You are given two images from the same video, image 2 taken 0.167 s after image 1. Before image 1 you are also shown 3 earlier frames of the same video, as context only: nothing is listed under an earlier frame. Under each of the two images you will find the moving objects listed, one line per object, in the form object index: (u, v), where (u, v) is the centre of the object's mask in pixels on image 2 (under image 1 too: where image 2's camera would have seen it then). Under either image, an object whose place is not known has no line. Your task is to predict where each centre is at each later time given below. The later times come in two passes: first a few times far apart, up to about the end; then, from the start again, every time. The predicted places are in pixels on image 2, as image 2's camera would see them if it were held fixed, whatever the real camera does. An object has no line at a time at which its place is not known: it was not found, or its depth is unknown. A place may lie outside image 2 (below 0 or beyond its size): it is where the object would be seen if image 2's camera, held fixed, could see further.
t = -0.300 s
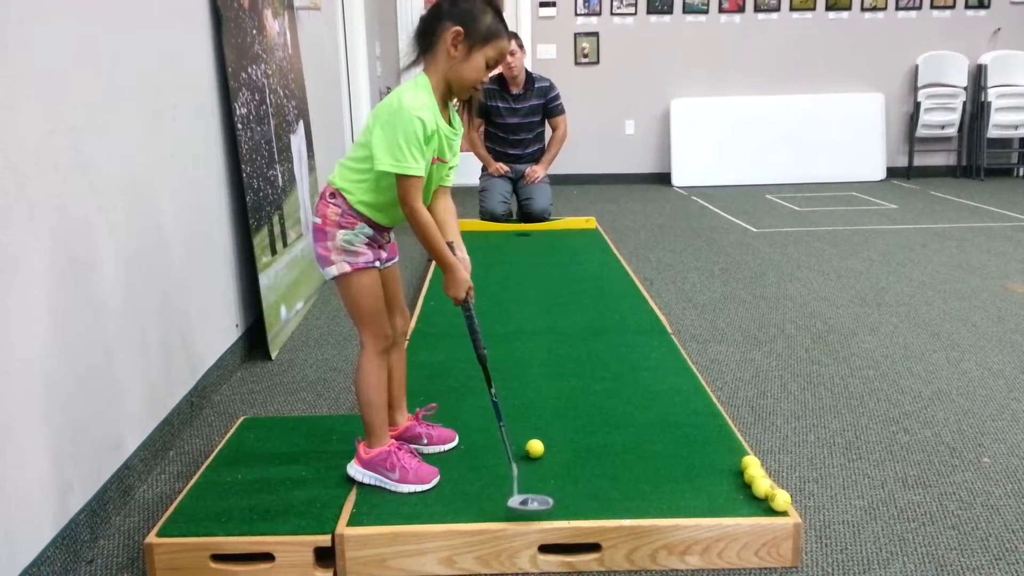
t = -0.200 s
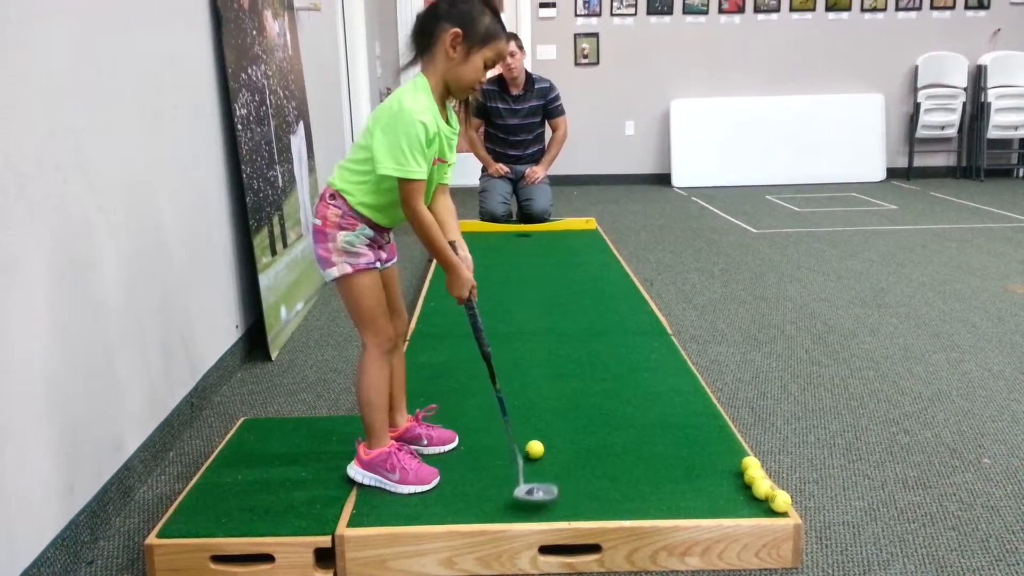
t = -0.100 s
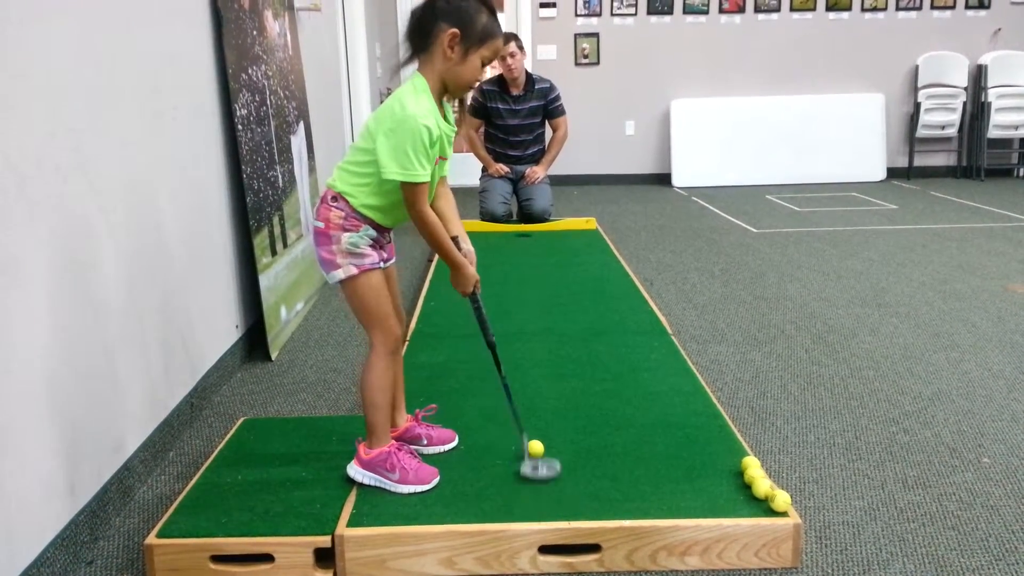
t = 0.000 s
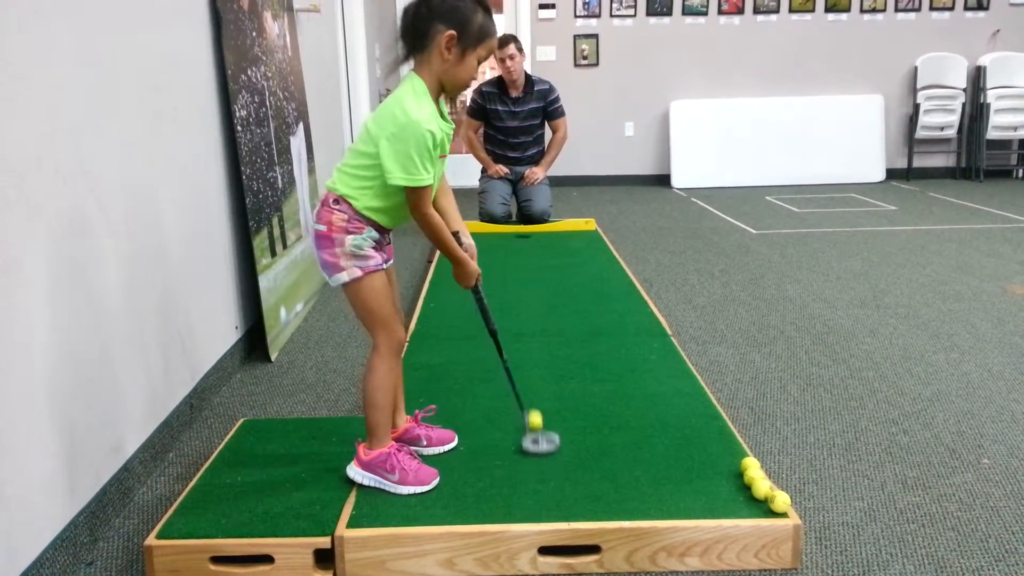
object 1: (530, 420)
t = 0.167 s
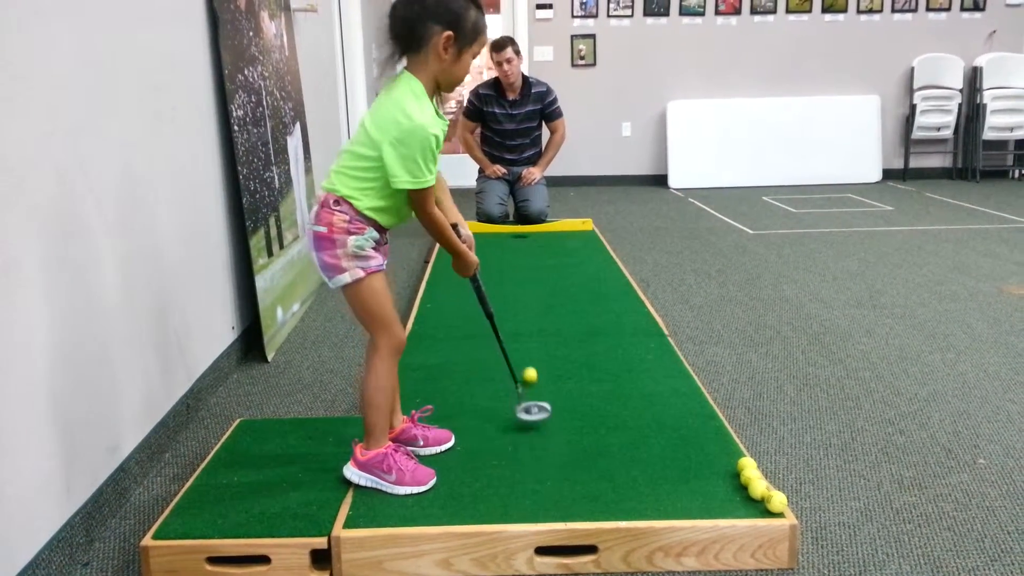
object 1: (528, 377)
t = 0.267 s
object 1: (529, 356)
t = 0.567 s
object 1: (527, 313)
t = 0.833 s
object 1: (524, 287)
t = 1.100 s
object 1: (522, 268)
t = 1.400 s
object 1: (521, 252)
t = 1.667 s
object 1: (520, 240)
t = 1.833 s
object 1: (519, 235)
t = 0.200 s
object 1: (529, 369)
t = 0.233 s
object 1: (529, 362)
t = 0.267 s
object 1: (529, 356)
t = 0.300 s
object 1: (529, 350)
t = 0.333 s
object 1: (529, 345)
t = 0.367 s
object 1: (529, 340)
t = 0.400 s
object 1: (529, 335)
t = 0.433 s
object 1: (528, 330)
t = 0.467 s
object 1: (528, 325)
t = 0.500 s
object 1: (528, 321)
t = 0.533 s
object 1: (528, 317)
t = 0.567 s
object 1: (527, 313)
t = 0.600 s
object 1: (527, 309)
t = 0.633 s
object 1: (527, 305)
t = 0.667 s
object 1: (526, 302)
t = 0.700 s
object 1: (526, 299)
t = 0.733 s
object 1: (525, 296)
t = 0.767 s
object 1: (525, 292)
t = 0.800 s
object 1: (525, 290)
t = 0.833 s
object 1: (524, 287)
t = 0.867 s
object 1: (524, 284)
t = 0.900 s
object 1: (524, 281)
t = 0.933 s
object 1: (524, 279)
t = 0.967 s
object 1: (523, 277)
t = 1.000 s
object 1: (523, 275)
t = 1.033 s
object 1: (523, 272)
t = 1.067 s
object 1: (522, 270)
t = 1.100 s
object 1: (522, 268)
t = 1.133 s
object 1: (522, 266)
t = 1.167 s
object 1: (522, 264)
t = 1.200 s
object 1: (522, 262)
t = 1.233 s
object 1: (522, 260)
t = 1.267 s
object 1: (521, 258)
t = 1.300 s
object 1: (521, 257)
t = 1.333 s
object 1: (521, 255)
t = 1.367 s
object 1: (521, 253)
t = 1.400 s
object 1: (521, 252)
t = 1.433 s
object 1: (521, 250)
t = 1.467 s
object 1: (521, 249)
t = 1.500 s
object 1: (520, 247)
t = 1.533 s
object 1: (520, 245)
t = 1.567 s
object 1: (520, 244)
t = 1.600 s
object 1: (520, 243)
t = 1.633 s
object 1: (520, 241)
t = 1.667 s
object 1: (520, 240)
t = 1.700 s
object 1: (519, 239)
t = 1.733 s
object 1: (519, 237)
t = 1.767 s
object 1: (519, 236)
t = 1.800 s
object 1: (519, 235)
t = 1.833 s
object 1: (519, 235)
